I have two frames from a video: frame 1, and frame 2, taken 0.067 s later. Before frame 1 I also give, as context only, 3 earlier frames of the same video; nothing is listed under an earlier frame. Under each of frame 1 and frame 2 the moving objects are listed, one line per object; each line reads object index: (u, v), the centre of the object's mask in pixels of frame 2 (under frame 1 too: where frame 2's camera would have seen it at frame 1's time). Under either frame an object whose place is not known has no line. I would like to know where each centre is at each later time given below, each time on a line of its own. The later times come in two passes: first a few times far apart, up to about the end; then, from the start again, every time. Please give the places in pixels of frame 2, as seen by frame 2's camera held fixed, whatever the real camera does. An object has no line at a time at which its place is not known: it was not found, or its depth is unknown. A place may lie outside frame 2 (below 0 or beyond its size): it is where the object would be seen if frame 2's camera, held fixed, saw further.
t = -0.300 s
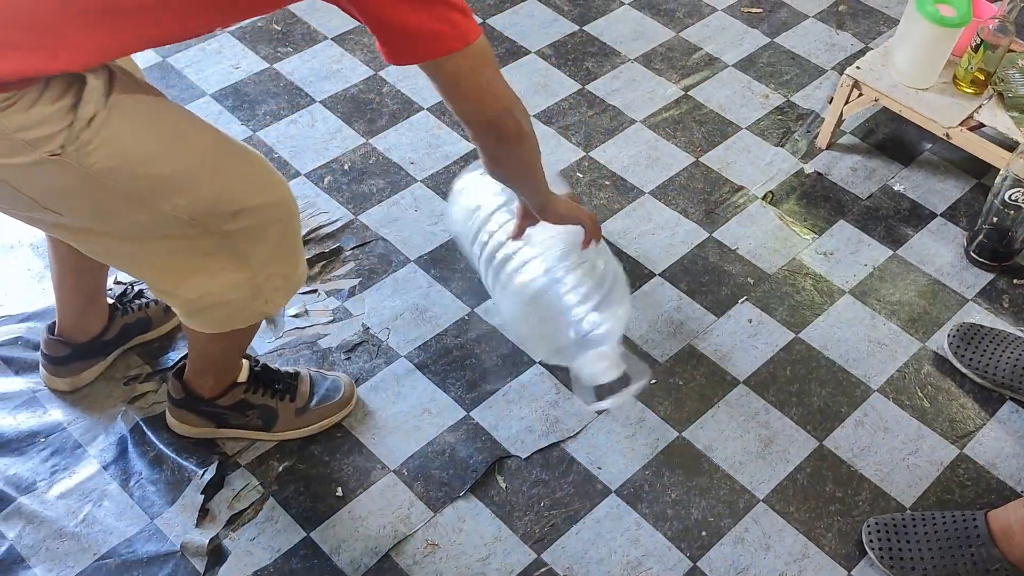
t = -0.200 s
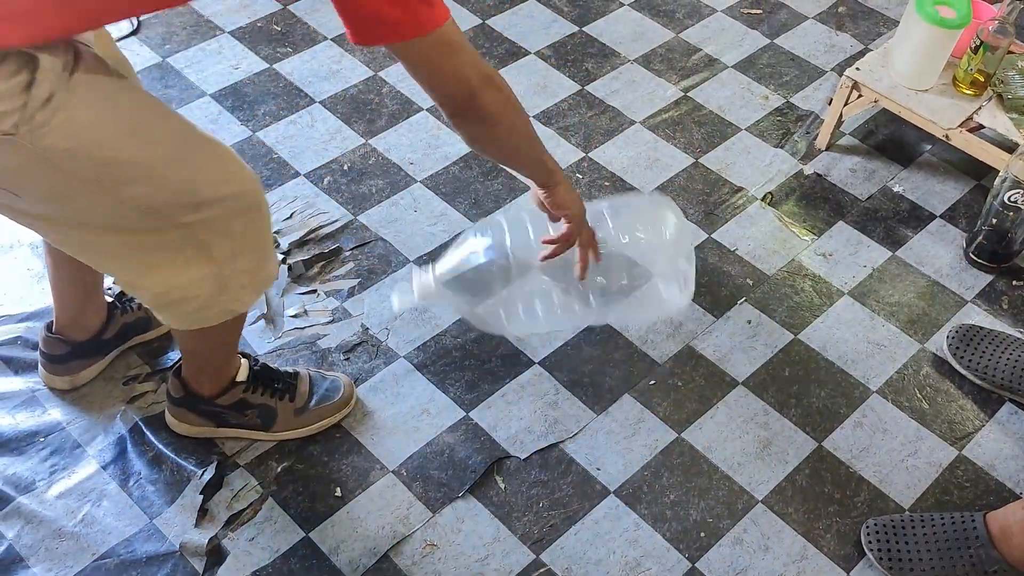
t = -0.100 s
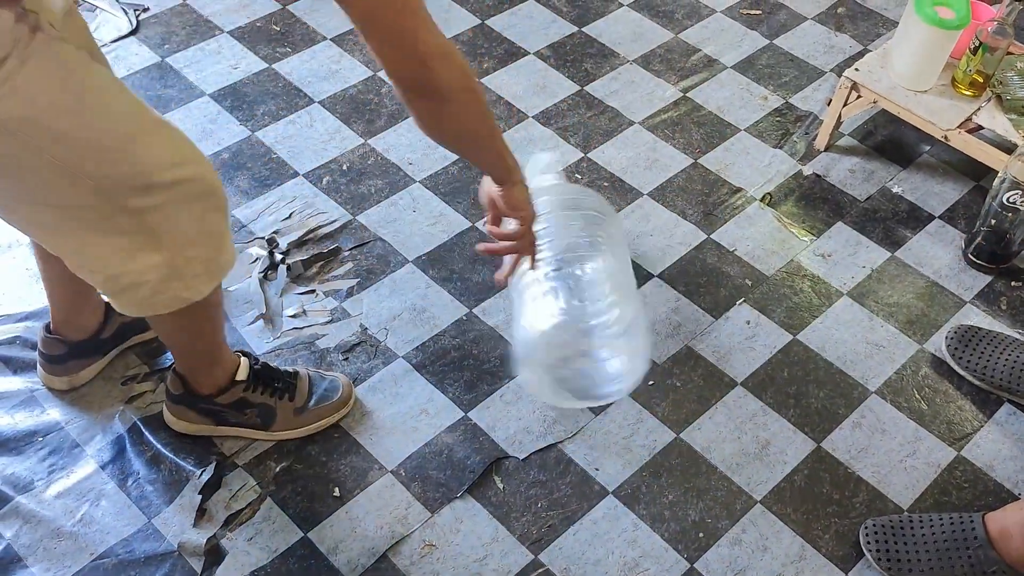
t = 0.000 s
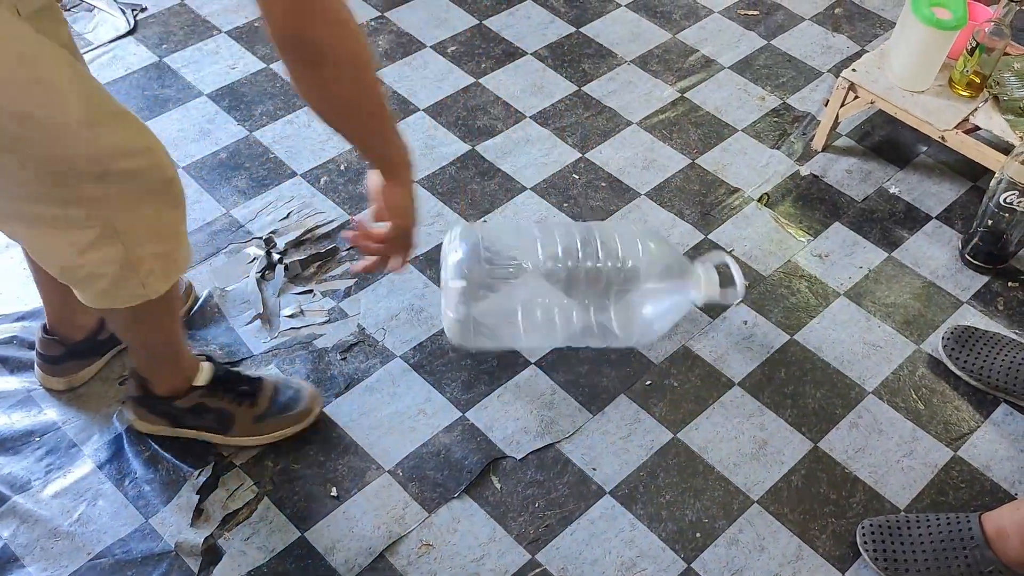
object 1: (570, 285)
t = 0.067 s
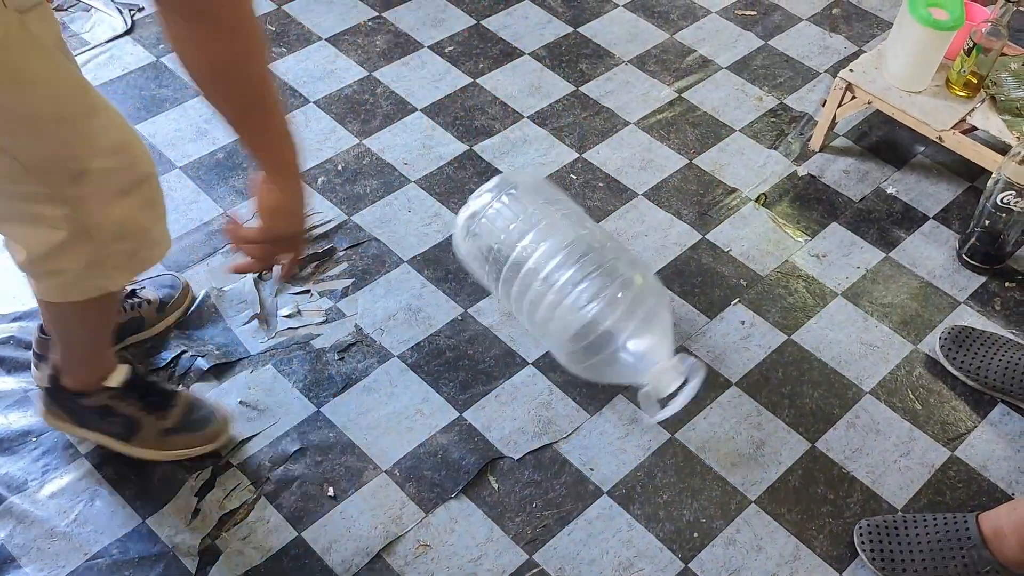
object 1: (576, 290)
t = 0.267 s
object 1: (587, 293)
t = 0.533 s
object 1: (592, 292)
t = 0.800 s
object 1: (605, 302)
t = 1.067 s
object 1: (601, 297)
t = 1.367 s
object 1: (601, 297)
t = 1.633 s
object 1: (596, 289)
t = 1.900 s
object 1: (593, 296)
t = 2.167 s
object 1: (589, 283)
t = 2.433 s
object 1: (594, 293)
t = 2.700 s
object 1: (590, 290)
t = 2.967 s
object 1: (600, 291)
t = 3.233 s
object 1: (602, 293)
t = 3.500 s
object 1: (596, 287)
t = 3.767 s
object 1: (587, 275)
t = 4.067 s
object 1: (576, 262)
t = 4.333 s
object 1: (569, 252)
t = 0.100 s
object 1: (572, 287)
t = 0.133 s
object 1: (572, 286)
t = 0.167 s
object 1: (572, 287)
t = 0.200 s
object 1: (576, 286)
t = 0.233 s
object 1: (584, 287)
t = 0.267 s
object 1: (587, 293)
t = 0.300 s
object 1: (589, 303)
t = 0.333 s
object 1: (582, 309)
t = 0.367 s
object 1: (573, 306)
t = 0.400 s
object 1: (573, 297)
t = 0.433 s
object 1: (579, 291)
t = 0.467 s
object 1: (588, 290)
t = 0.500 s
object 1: (587, 290)
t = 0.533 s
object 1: (592, 292)
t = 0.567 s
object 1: (593, 294)
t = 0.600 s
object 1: (592, 293)
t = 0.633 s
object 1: (594, 291)
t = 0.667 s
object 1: (599, 291)
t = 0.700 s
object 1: (601, 291)
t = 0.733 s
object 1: (603, 292)
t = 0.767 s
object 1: (605, 295)
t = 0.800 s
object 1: (605, 302)
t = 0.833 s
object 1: (599, 306)
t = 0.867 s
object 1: (589, 307)
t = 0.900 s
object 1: (584, 301)
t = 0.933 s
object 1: (584, 296)
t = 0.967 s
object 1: (593, 293)
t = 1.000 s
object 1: (597, 292)
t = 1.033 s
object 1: (602, 296)
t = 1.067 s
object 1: (601, 297)
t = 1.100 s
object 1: (602, 299)
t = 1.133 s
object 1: (599, 297)
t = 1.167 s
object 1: (597, 295)
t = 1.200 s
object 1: (593, 295)
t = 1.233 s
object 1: (591, 294)
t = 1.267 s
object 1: (591, 294)
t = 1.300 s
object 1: (597, 293)
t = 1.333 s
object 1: (598, 295)
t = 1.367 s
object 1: (601, 297)
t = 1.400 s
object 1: (603, 300)
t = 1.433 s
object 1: (600, 304)
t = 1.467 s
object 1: (595, 305)
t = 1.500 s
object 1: (590, 303)
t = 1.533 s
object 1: (588, 298)
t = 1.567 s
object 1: (589, 293)
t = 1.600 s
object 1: (592, 291)
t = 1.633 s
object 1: (596, 289)
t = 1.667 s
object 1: (597, 289)
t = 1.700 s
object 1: (597, 289)
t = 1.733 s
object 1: (597, 289)
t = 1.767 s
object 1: (599, 291)
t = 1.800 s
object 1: (600, 294)
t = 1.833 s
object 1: (599, 297)
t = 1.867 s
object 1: (596, 298)
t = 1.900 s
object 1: (593, 296)
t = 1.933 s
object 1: (590, 295)
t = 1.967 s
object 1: (588, 291)
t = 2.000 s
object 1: (587, 289)
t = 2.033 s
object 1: (589, 286)
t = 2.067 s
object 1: (590, 285)
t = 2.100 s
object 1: (590, 284)
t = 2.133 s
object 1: (590, 284)
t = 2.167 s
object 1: (589, 283)
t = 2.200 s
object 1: (592, 284)
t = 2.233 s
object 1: (593, 286)
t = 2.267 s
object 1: (595, 287)
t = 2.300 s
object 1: (596, 289)
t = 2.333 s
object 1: (596, 290)
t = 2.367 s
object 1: (595, 291)
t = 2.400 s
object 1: (595, 292)
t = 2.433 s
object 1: (594, 293)
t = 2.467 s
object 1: (593, 293)
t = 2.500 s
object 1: (591, 293)
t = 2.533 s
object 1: (591, 293)
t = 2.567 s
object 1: (589, 292)
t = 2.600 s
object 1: (589, 291)
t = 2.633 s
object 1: (589, 291)
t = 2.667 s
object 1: (590, 290)
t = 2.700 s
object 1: (590, 290)
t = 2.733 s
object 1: (590, 289)
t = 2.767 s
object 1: (592, 289)
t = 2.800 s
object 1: (593, 289)
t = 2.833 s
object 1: (595, 289)
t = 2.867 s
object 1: (596, 290)
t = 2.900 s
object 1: (598, 290)
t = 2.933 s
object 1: (599, 291)
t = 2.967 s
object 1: (600, 291)
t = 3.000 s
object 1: (601, 292)
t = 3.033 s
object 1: (601, 292)
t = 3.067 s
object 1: (602, 293)
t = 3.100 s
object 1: (602, 293)
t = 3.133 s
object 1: (602, 294)
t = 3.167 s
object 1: (602, 293)
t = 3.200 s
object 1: (602, 293)
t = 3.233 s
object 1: (602, 293)
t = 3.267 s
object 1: (601, 293)
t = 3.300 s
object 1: (601, 292)
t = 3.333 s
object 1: (601, 292)
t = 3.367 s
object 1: (600, 291)
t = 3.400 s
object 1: (599, 290)
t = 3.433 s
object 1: (599, 289)
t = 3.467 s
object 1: (597, 287)
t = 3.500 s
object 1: (596, 287)
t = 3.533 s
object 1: (595, 287)
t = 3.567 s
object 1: (595, 285)
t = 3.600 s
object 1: (593, 284)
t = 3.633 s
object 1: (592, 282)
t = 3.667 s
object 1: (591, 281)
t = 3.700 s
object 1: (589, 278)
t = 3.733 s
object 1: (588, 276)
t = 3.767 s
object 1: (587, 275)
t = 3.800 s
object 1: (585, 274)
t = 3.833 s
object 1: (584, 272)
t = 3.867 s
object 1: (582, 270)
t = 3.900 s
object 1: (581, 269)
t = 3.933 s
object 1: (580, 268)
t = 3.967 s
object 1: (579, 266)
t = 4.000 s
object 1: (578, 264)
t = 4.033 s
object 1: (577, 263)
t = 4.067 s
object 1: (576, 262)
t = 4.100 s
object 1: (575, 260)
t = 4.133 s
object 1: (574, 259)
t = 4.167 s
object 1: (574, 258)
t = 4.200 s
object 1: (573, 257)
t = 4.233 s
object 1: (572, 256)
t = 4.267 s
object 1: (570, 254)
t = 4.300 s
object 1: (570, 253)
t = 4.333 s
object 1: (569, 252)
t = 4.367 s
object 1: (569, 251)
